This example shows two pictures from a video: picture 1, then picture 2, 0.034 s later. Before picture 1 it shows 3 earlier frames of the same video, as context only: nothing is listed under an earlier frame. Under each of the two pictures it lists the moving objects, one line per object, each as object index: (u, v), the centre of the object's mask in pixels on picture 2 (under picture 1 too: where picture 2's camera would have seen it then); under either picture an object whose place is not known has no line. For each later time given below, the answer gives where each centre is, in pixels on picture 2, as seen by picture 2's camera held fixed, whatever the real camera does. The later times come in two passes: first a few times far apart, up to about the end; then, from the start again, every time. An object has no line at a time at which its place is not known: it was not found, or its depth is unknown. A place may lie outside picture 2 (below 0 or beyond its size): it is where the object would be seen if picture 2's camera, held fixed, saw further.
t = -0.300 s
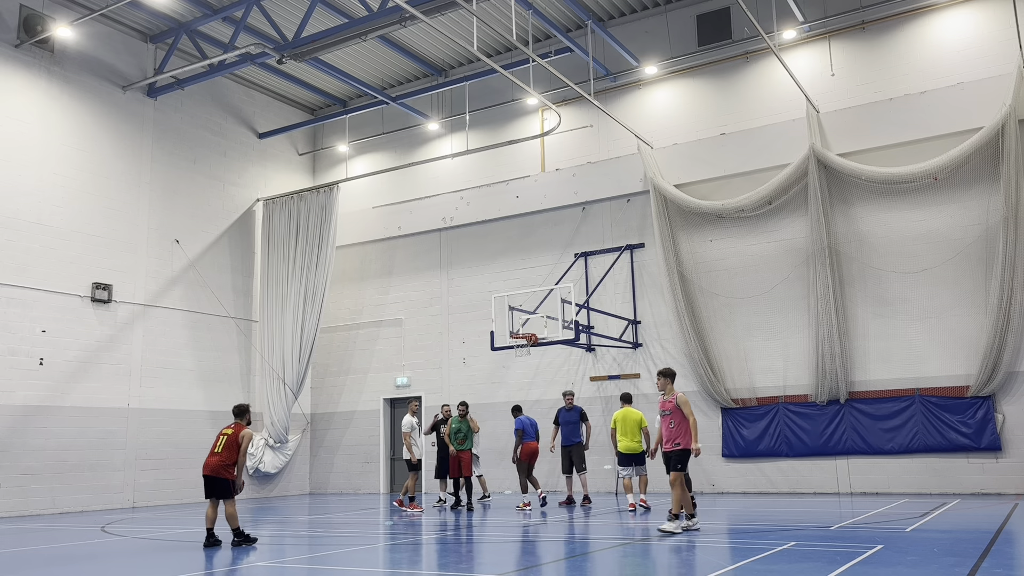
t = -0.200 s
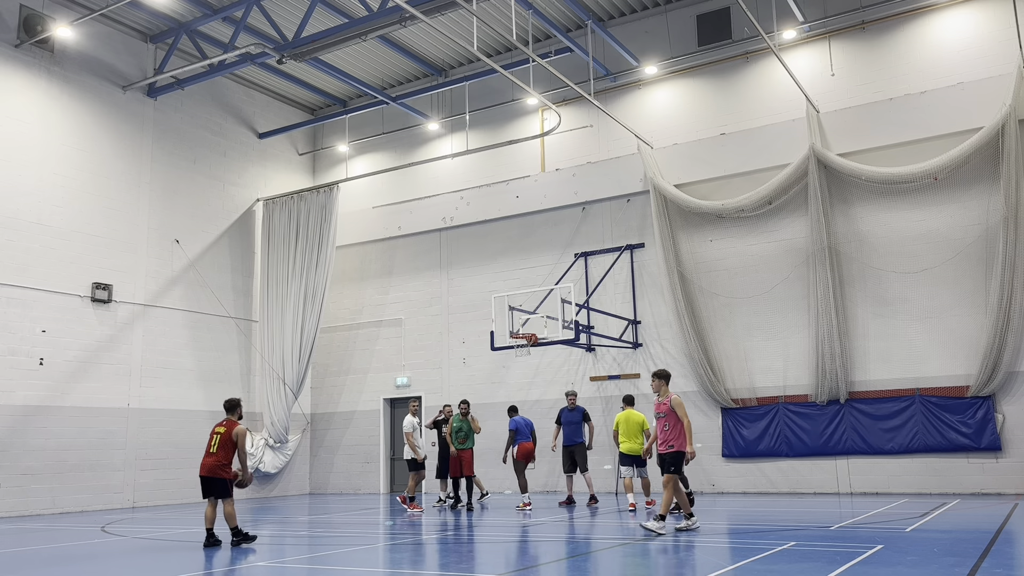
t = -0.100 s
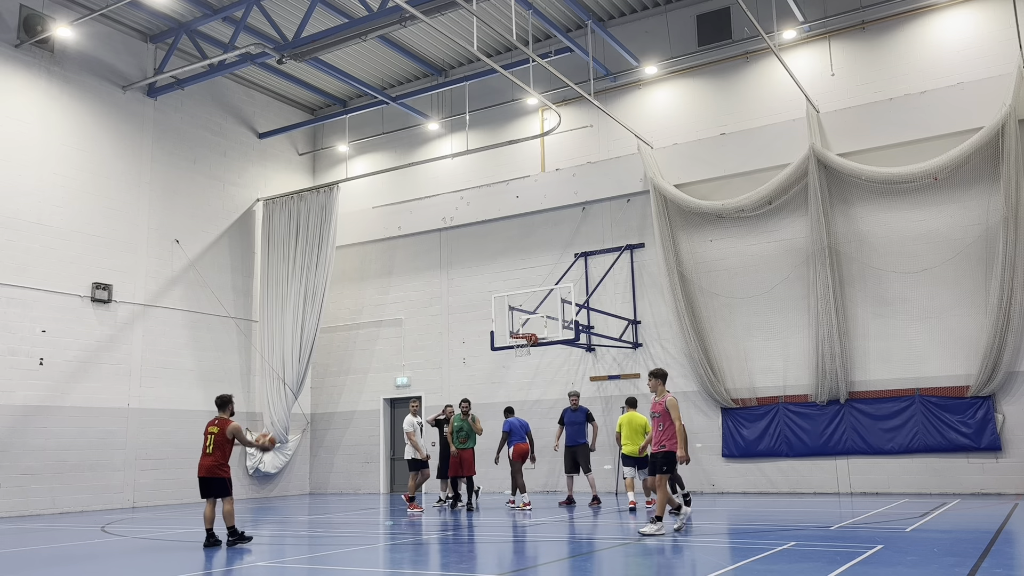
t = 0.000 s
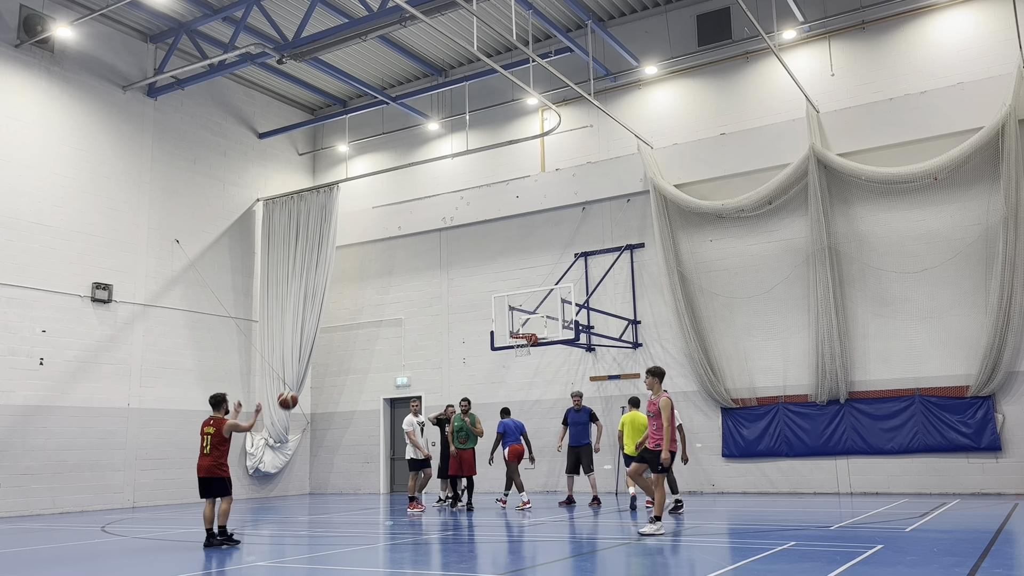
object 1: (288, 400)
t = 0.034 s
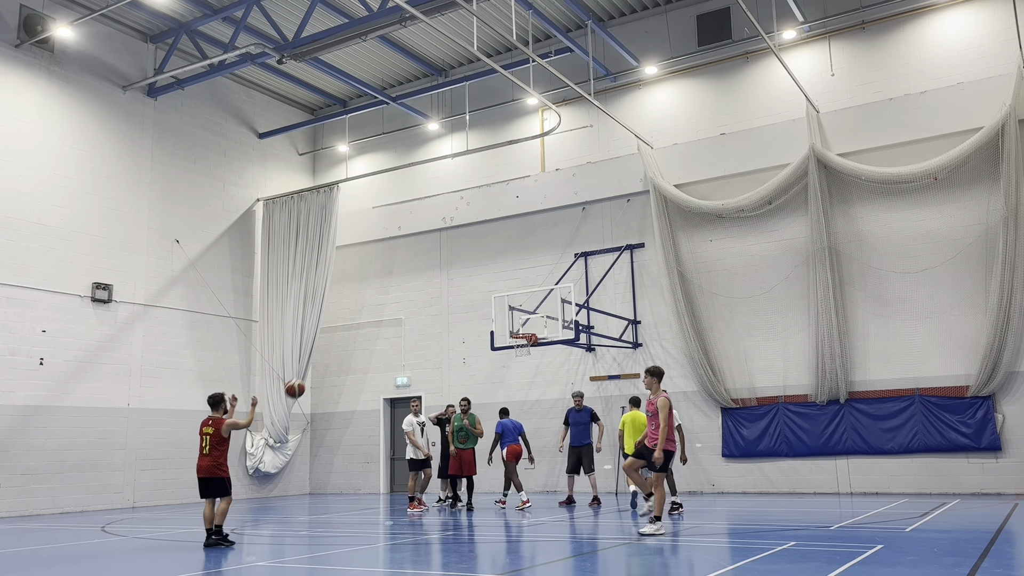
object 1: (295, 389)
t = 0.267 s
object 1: (340, 337)
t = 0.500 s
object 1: (378, 329)
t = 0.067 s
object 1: (302, 378)
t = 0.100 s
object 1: (309, 368)
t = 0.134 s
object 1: (315, 360)
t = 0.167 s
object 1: (321, 353)
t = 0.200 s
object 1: (328, 347)
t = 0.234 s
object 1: (334, 341)
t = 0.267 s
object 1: (340, 337)
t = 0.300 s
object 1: (346, 333)
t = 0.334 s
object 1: (351, 331)
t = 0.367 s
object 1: (357, 329)
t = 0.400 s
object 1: (363, 328)
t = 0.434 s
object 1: (368, 327)
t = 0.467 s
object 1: (373, 328)
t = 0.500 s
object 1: (378, 329)
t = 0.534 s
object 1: (384, 331)
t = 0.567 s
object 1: (389, 334)
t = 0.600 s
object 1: (394, 337)
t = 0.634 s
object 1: (399, 341)
